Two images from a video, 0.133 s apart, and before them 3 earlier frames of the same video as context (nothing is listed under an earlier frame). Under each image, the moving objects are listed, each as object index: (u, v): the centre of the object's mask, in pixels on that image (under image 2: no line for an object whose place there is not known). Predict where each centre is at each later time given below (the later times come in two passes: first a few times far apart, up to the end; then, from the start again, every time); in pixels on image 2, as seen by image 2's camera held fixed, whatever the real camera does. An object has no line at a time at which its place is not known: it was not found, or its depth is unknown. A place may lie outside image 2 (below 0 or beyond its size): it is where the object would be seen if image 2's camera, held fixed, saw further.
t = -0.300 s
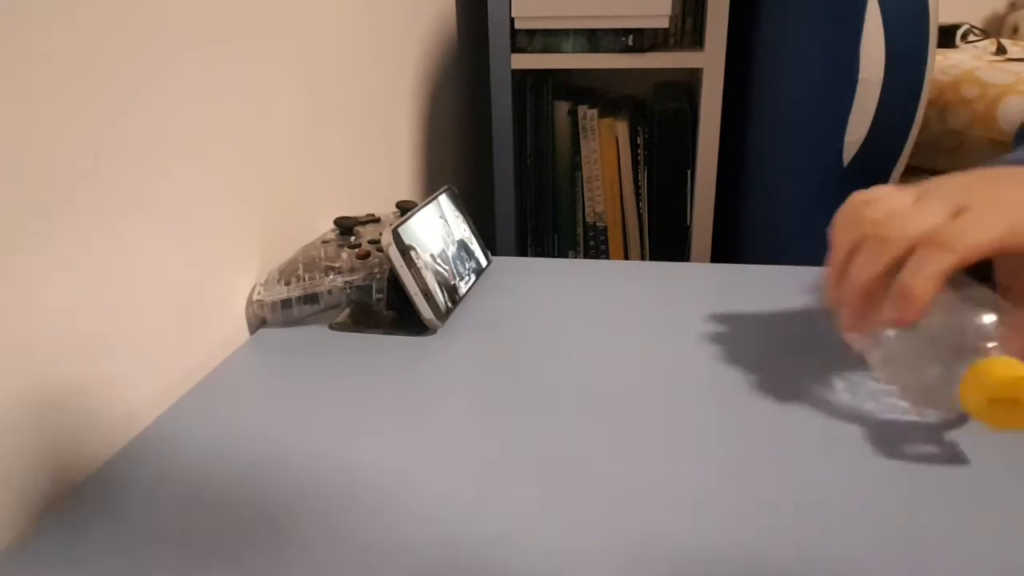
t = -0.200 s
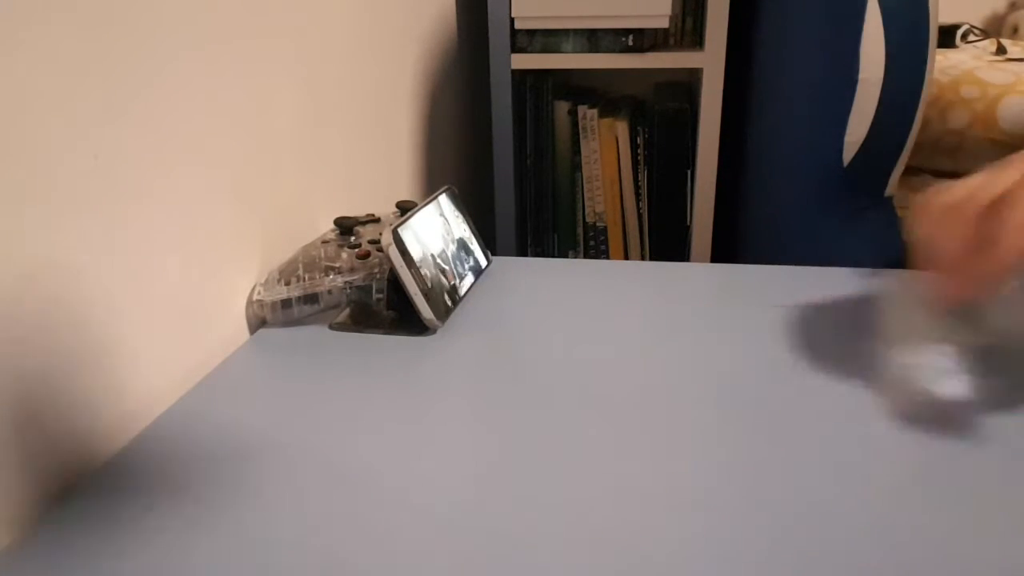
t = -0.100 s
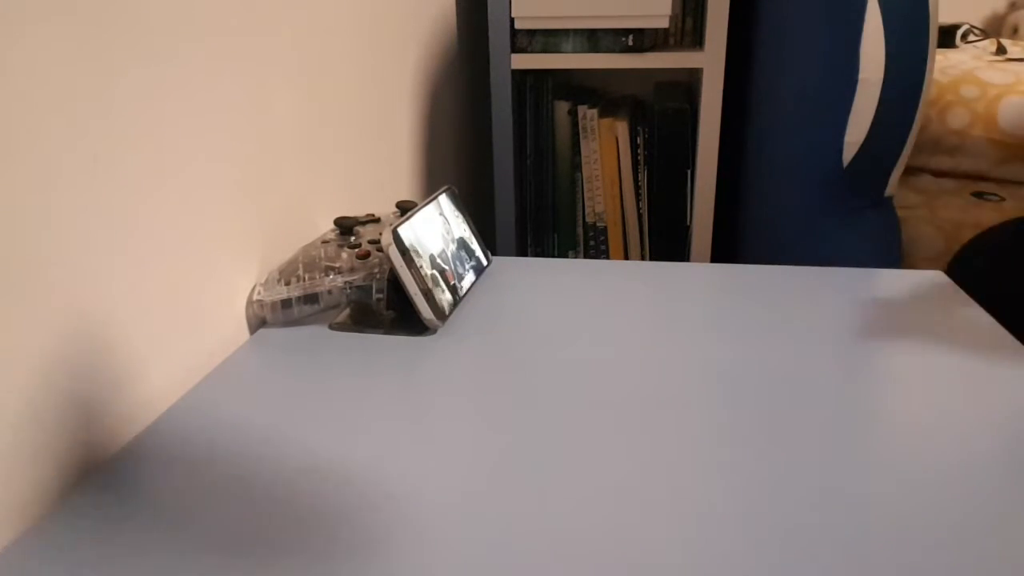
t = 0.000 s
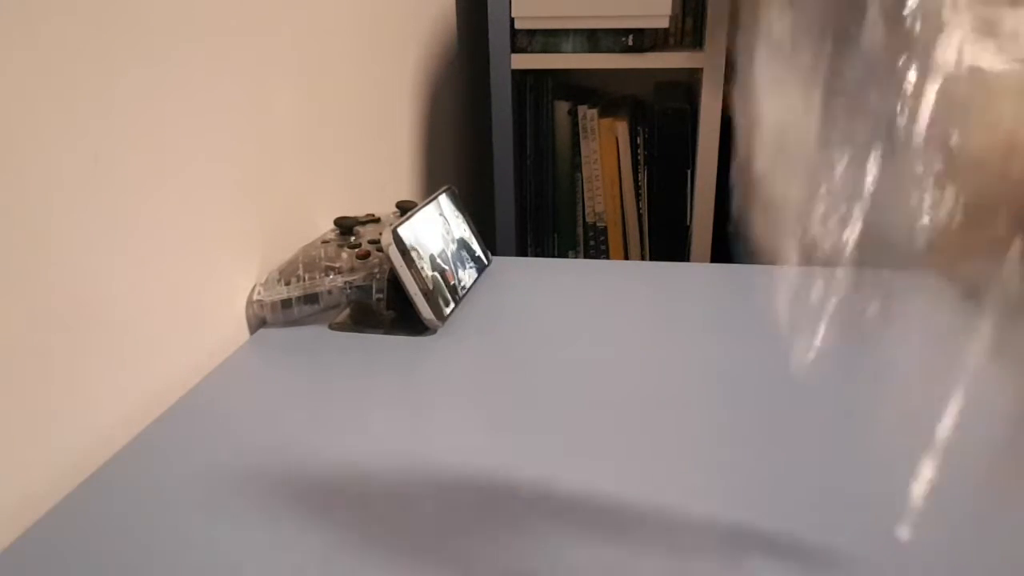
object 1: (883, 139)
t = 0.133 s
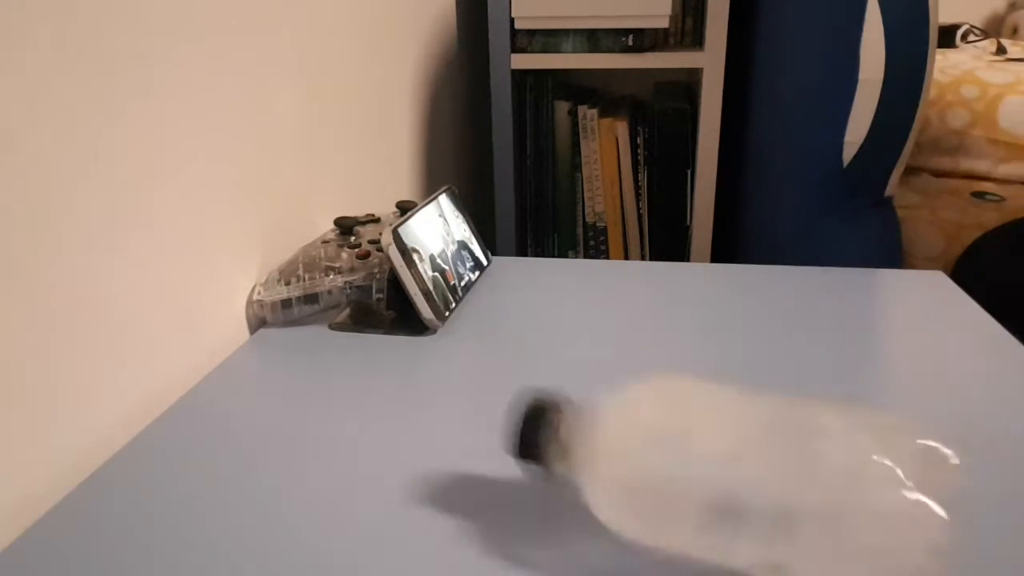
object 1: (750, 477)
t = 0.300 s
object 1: (699, 461)
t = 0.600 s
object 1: (696, 465)
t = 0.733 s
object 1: (698, 463)
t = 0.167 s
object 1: (712, 470)
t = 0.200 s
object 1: (703, 463)
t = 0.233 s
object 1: (700, 461)
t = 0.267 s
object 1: (700, 459)
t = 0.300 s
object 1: (699, 461)
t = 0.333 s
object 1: (696, 464)
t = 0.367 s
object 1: (696, 465)
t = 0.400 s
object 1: (698, 463)
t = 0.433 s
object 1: (699, 462)
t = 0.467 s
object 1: (699, 462)
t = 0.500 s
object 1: (697, 464)
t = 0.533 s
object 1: (695, 465)
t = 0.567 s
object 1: (695, 465)
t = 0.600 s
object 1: (696, 465)
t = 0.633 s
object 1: (697, 463)
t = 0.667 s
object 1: (697, 462)
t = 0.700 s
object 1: (697, 463)
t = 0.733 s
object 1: (698, 463)
